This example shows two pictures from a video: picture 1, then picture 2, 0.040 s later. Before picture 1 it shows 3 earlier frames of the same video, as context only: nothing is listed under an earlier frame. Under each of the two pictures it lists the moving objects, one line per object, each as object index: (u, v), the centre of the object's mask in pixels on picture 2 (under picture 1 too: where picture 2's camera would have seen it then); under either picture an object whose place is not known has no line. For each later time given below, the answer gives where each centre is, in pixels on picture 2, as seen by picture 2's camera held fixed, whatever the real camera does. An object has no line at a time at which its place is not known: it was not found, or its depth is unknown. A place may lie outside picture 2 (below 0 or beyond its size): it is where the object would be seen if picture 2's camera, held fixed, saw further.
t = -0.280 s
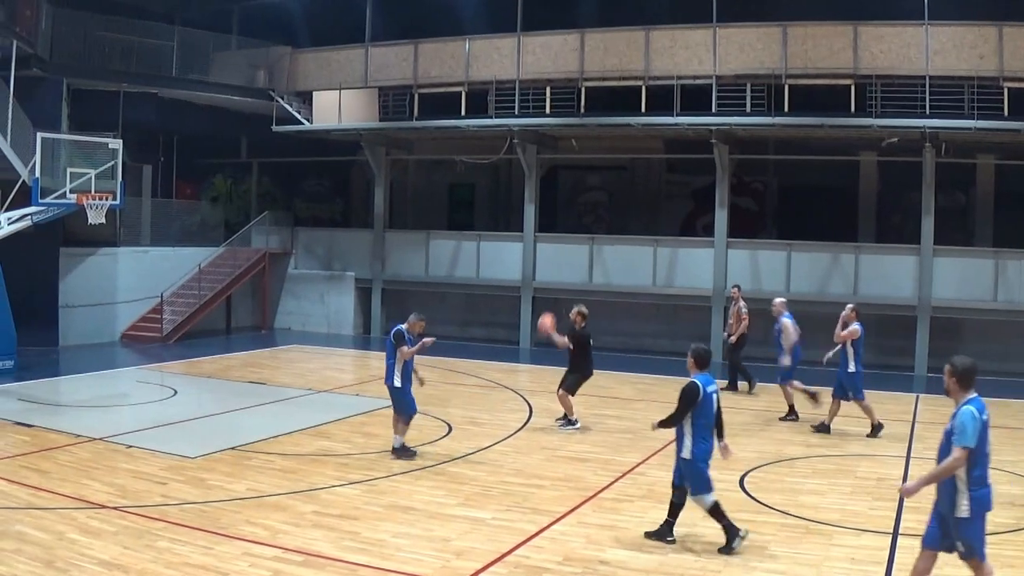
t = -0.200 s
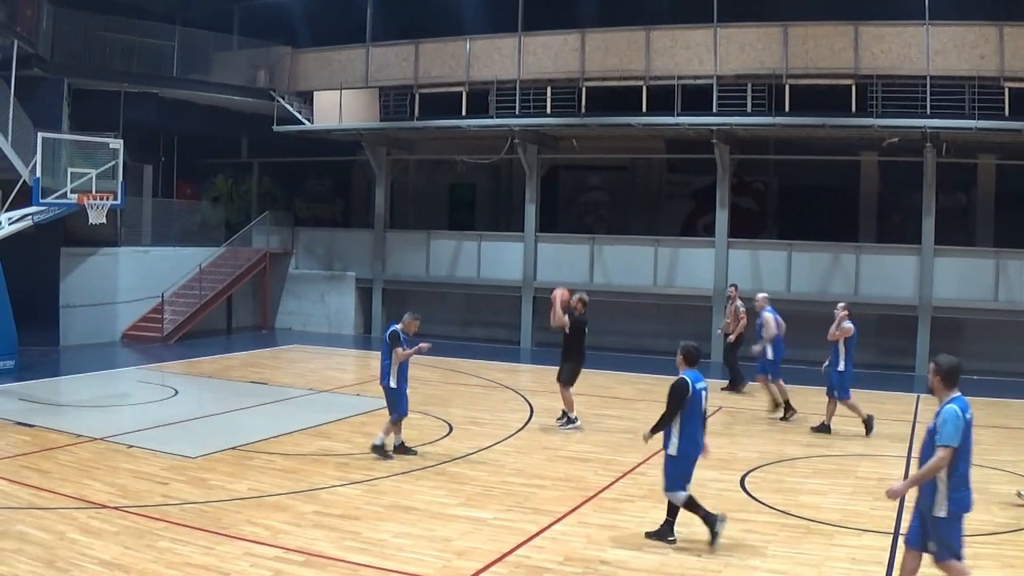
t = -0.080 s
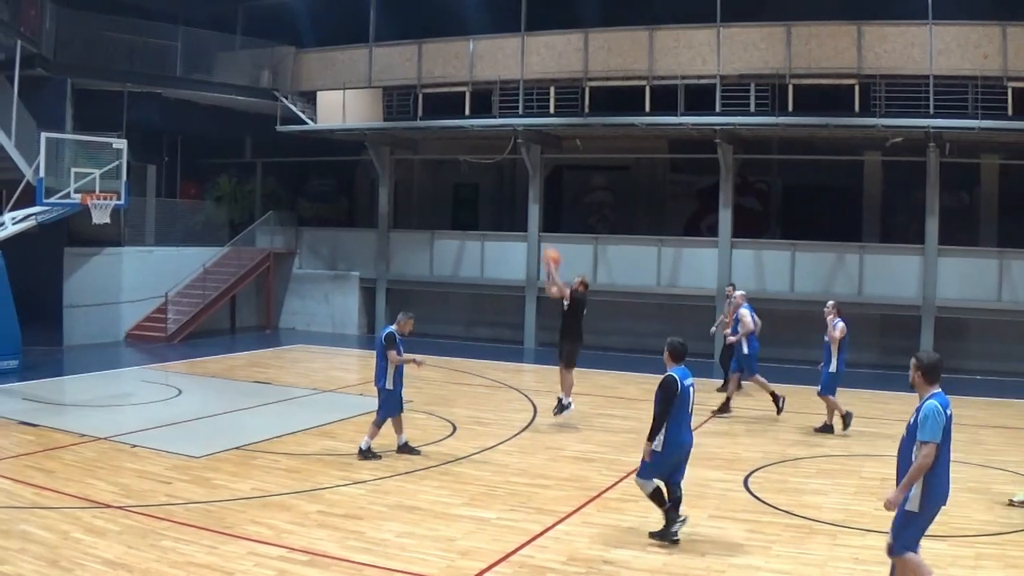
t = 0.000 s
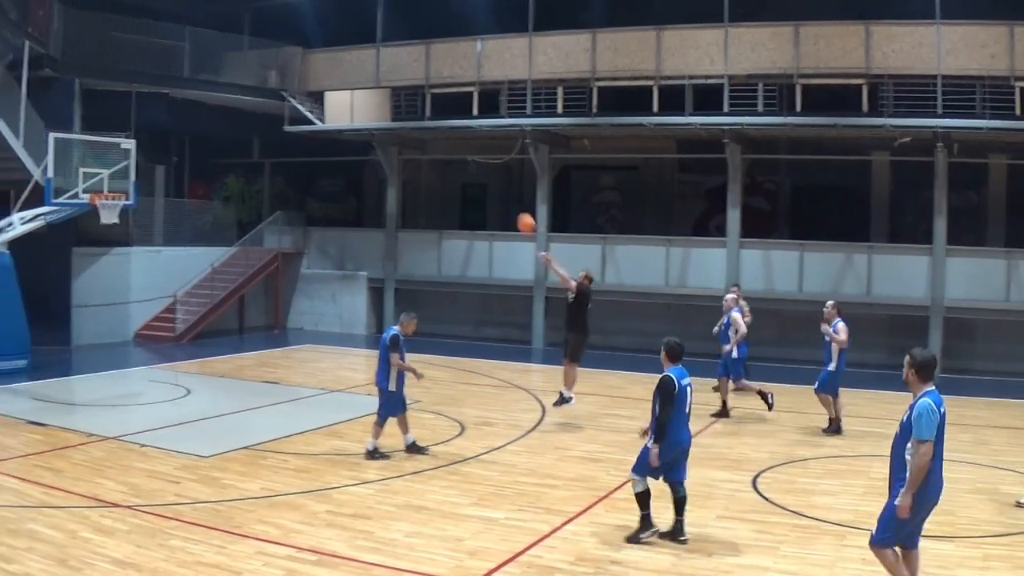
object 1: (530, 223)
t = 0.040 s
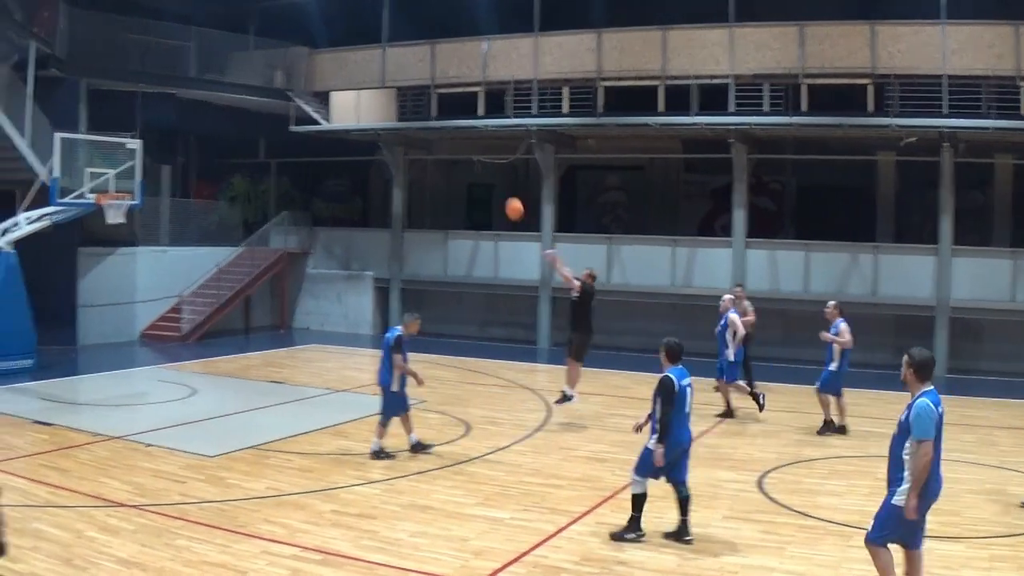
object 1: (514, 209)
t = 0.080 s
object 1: (498, 195)
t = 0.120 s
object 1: (482, 182)
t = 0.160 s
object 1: (467, 170)
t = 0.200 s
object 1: (452, 159)
